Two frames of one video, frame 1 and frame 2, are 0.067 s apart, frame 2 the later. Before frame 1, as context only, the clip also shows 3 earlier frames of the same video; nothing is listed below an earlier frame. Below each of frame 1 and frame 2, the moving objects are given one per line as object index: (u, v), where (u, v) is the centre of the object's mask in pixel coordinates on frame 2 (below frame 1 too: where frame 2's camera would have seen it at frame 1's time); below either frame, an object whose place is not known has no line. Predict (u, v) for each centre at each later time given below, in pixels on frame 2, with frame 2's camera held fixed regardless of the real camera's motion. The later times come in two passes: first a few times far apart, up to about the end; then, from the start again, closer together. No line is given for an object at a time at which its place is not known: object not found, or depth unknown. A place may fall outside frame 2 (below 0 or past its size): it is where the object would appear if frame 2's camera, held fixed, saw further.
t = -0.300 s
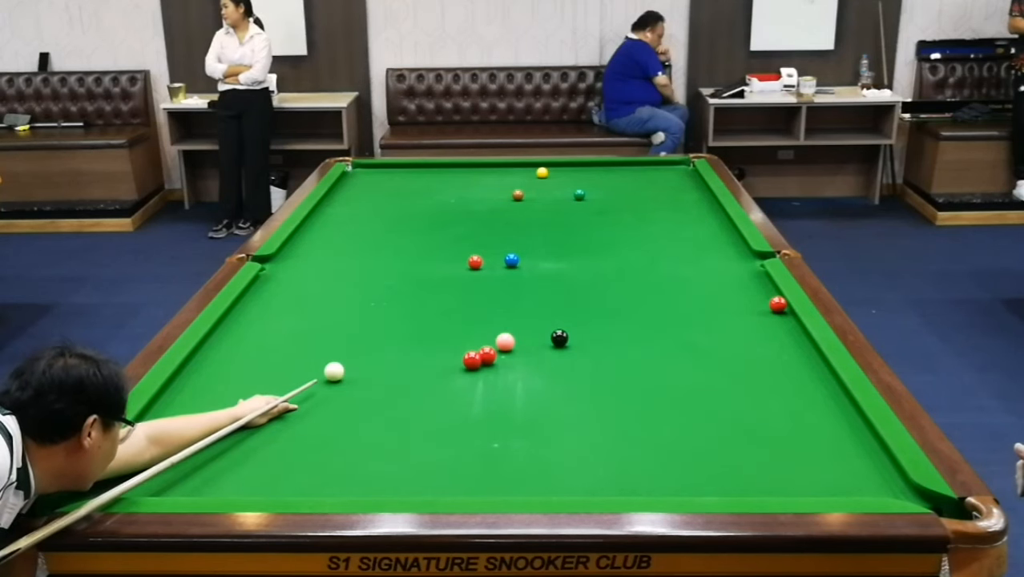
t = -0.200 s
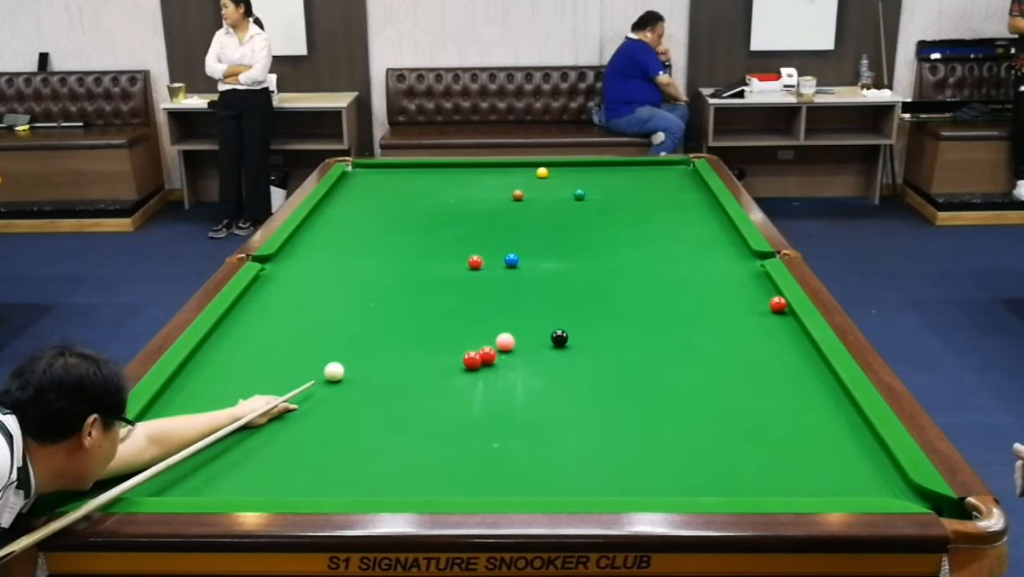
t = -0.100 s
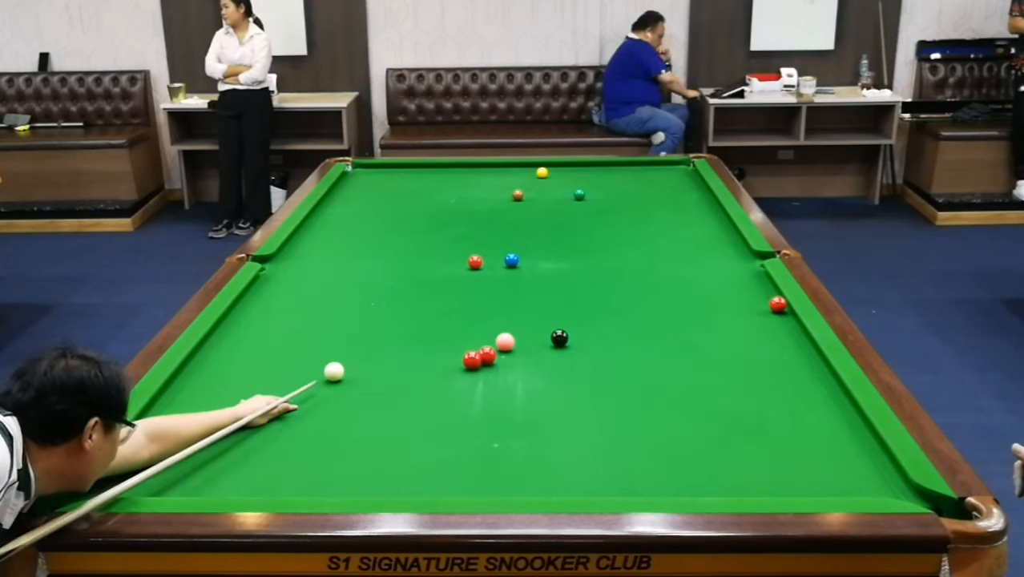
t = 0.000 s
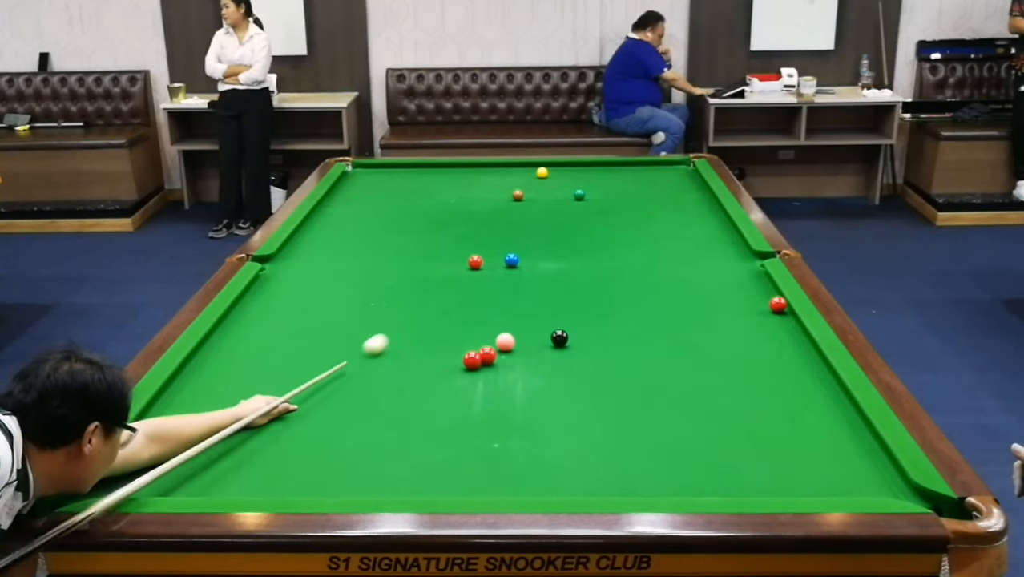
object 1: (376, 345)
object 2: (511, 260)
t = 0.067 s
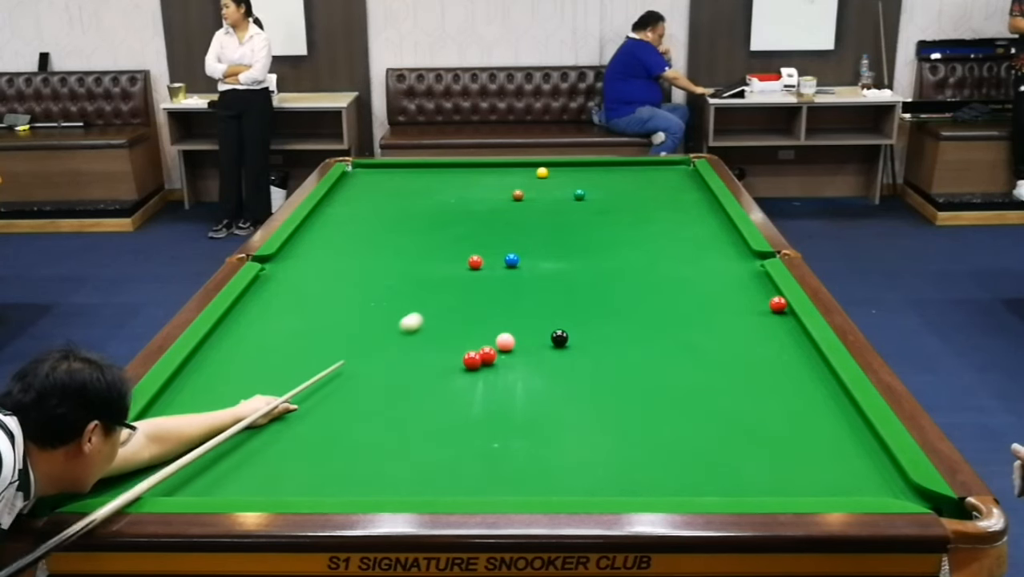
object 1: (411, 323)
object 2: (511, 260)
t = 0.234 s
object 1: (478, 281)
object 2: (512, 260)
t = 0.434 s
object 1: (503, 262)
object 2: (541, 245)
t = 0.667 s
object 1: (510, 252)
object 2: (584, 222)
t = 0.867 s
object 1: (517, 244)
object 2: (613, 206)
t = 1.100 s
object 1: (525, 234)
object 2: (643, 190)
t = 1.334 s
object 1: (533, 226)
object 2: (670, 176)
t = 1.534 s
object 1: (539, 220)
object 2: (689, 165)
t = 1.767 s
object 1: (545, 212)
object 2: (681, 166)
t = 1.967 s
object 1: (551, 207)
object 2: (683, 171)
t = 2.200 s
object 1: (557, 201)
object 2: (685, 179)
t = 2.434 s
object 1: (562, 196)
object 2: (688, 186)
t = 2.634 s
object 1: (566, 191)
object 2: (689, 193)
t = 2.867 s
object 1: (571, 187)
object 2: (691, 200)
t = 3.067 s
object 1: (574, 183)
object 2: (693, 207)
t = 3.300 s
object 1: (578, 179)
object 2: (695, 215)
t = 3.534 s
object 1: (581, 176)
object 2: (698, 223)
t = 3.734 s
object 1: (584, 173)
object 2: (700, 231)
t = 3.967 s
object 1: (588, 170)
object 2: (702, 239)
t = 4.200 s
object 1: (590, 167)
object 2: (705, 248)
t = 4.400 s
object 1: (592, 165)
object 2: (706, 254)
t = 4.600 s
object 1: (594, 163)
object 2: (708, 261)
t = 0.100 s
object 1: (427, 313)
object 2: (511, 260)
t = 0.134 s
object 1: (441, 304)
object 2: (512, 260)
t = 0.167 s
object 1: (455, 296)
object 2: (512, 260)
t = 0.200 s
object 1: (467, 288)
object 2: (512, 260)
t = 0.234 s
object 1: (478, 281)
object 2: (512, 260)
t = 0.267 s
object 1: (489, 274)
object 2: (512, 260)
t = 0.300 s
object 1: (498, 268)
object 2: (512, 260)
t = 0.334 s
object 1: (504, 264)
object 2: (516, 257)
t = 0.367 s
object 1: (503, 264)
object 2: (524, 253)
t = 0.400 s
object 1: (503, 263)
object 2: (533, 249)
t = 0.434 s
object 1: (503, 262)
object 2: (541, 245)
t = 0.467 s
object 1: (503, 261)
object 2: (548, 241)
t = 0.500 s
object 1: (504, 259)
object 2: (555, 237)
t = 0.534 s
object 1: (505, 258)
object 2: (562, 234)
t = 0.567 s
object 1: (507, 257)
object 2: (568, 230)
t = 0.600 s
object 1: (508, 255)
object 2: (574, 227)
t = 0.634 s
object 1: (509, 253)
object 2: (579, 224)
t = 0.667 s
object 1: (510, 252)
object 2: (584, 222)
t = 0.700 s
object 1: (511, 251)
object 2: (589, 219)
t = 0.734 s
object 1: (512, 249)
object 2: (594, 216)
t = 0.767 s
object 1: (514, 248)
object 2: (599, 214)
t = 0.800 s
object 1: (515, 246)
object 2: (604, 211)
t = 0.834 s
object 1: (516, 245)
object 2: (608, 209)
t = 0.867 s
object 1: (517, 244)
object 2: (613, 206)
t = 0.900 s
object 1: (518, 242)
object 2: (618, 204)
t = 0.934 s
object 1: (520, 241)
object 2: (622, 202)
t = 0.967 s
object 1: (521, 239)
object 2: (627, 199)
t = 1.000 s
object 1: (522, 238)
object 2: (631, 197)
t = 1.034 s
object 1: (523, 237)
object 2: (635, 194)
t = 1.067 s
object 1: (524, 236)
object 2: (639, 192)
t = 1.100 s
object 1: (525, 234)
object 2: (643, 190)
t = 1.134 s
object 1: (526, 233)
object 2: (647, 188)
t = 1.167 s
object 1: (528, 232)
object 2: (651, 186)
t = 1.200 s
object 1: (529, 231)
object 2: (655, 184)
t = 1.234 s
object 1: (530, 229)
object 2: (659, 182)
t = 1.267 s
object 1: (531, 228)
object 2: (662, 180)
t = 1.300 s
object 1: (532, 227)
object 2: (666, 178)
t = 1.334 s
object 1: (533, 226)
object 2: (670, 176)
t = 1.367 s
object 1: (534, 225)
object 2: (673, 174)
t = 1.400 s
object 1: (535, 224)
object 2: (677, 172)
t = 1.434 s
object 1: (536, 223)
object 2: (681, 171)
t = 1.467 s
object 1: (537, 222)
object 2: (684, 169)
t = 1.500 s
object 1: (538, 221)
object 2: (687, 167)
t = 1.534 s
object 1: (539, 220)
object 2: (689, 165)
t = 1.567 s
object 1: (540, 218)
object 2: (687, 165)
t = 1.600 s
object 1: (541, 217)
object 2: (683, 163)
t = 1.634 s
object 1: (542, 216)
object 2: (680, 162)
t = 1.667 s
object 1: (543, 215)
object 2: (680, 163)
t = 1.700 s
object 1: (544, 214)
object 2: (680, 164)
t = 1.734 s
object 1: (545, 213)
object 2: (680, 165)
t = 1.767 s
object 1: (545, 212)
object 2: (681, 166)
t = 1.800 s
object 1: (546, 211)
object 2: (681, 167)
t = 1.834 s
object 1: (547, 211)
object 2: (681, 168)
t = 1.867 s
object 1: (548, 210)
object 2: (682, 169)
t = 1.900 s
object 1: (549, 209)
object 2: (682, 170)
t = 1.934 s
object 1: (550, 208)
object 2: (683, 171)
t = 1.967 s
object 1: (551, 207)
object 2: (683, 171)
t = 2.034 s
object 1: (552, 205)
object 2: (684, 173)
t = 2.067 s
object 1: (553, 204)
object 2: (684, 174)
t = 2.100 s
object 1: (554, 204)
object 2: (684, 176)
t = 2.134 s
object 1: (555, 203)
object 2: (685, 177)
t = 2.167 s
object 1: (556, 202)
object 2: (685, 178)
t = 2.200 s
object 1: (557, 201)
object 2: (685, 179)
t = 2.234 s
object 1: (557, 200)
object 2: (685, 180)
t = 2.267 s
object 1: (558, 199)
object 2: (686, 181)
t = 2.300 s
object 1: (559, 199)
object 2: (686, 182)
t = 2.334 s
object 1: (560, 198)
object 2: (687, 183)
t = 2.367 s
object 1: (561, 197)
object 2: (687, 184)
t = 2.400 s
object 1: (562, 196)
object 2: (687, 185)
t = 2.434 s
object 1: (562, 196)
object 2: (688, 186)
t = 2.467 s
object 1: (563, 195)
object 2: (688, 187)
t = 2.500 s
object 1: (563, 194)
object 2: (688, 188)
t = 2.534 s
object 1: (564, 194)
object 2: (689, 189)
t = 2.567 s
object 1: (565, 193)
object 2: (689, 190)
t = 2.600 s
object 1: (565, 192)
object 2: (689, 192)
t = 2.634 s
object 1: (566, 191)
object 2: (689, 193)
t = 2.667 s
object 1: (567, 191)
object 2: (689, 194)
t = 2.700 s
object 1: (567, 190)
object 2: (690, 195)
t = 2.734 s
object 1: (568, 189)
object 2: (690, 196)
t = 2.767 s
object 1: (569, 189)
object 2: (690, 197)
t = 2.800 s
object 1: (569, 188)
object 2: (691, 198)
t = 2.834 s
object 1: (570, 188)
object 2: (691, 199)
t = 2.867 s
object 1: (571, 187)
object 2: (691, 200)
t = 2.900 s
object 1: (571, 186)
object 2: (691, 202)
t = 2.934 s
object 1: (572, 186)
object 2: (692, 203)
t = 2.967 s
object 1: (572, 185)
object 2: (692, 204)
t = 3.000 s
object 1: (573, 184)
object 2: (692, 205)
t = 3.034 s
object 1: (573, 184)
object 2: (693, 206)
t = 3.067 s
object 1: (574, 183)
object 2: (693, 207)
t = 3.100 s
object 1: (575, 183)
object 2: (694, 208)
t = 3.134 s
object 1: (575, 182)
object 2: (694, 210)
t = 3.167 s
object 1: (576, 182)
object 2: (694, 211)
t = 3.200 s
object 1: (576, 181)
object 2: (694, 212)
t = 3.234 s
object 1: (577, 181)
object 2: (695, 213)
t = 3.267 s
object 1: (577, 180)
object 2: (695, 214)
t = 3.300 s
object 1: (578, 179)
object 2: (695, 215)
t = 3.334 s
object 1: (579, 179)
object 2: (696, 216)
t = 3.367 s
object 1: (579, 178)
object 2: (696, 218)
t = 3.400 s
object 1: (579, 178)
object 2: (696, 219)
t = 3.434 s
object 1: (580, 177)
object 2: (697, 220)
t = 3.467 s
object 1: (580, 177)
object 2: (697, 221)
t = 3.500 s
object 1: (581, 176)
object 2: (698, 222)
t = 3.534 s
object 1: (581, 176)
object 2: (698, 223)
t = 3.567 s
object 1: (582, 175)
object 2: (698, 225)
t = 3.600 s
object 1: (582, 175)
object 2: (698, 226)
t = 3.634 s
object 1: (583, 174)
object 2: (699, 227)
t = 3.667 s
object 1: (583, 174)
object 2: (699, 229)
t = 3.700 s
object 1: (584, 173)
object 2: (700, 230)
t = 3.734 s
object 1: (584, 173)
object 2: (700, 231)
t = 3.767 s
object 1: (585, 173)
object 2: (700, 232)
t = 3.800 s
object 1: (585, 172)
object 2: (701, 233)
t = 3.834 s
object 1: (586, 172)
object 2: (701, 235)
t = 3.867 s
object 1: (586, 171)
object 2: (701, 236)
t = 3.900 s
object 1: (587, 171)
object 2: (701, 237)
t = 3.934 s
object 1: (587, 170)
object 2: (702, 238)
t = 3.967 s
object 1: (588, 170)
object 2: (702, 239)
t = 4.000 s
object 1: (588, 169)
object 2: (703, 241)
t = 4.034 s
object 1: (588, 169)
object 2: (703, 242)
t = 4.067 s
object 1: (589, 169)
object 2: (703, 243)
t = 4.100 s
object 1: (589, 168)
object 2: (704, 244)
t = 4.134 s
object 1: (590, 168)
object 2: (704, 245)
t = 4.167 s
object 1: (590, 168)
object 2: (704, 246)
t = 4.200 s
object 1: (590, 167)
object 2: (705, 248)
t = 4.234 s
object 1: (591, 167)
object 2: (705, 249)
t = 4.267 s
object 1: (591, 167)
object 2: (705, 250)
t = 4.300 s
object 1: (592, 166)
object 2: (706, 252)
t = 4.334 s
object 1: (592, 166)
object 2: (706, 253)
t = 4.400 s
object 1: (592, 165)
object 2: (706, 254)
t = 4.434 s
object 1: (593, 165)
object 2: (706, 255)
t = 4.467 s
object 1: (593, 165)
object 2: (707, 256)
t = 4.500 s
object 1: (593, 164)
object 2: (707, 258)
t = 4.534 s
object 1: (594, 164)
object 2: (707, 259)
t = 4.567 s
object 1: (594, 164)
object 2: (707, 260)
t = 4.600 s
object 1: (594, 163)
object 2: (708, 261)
